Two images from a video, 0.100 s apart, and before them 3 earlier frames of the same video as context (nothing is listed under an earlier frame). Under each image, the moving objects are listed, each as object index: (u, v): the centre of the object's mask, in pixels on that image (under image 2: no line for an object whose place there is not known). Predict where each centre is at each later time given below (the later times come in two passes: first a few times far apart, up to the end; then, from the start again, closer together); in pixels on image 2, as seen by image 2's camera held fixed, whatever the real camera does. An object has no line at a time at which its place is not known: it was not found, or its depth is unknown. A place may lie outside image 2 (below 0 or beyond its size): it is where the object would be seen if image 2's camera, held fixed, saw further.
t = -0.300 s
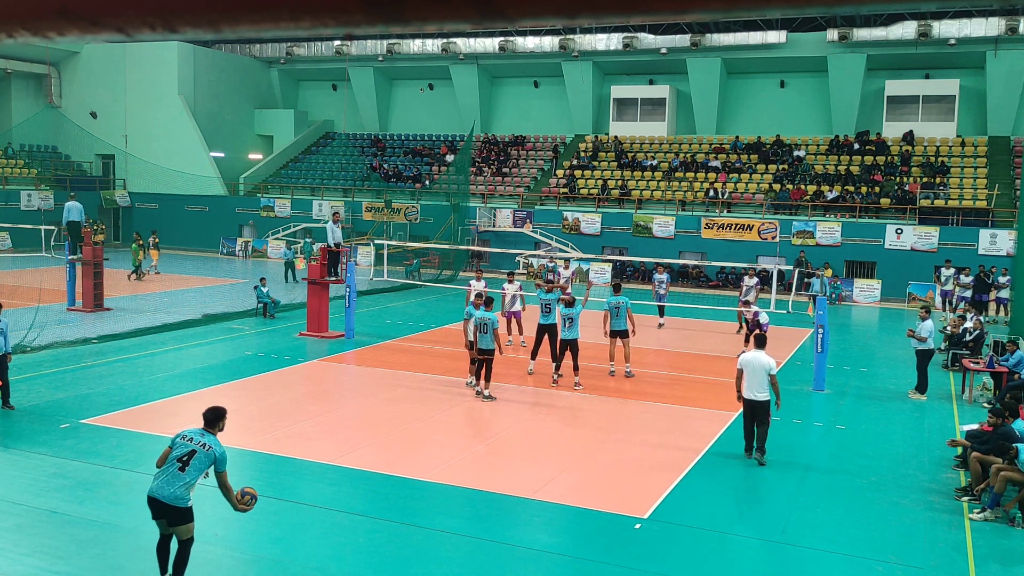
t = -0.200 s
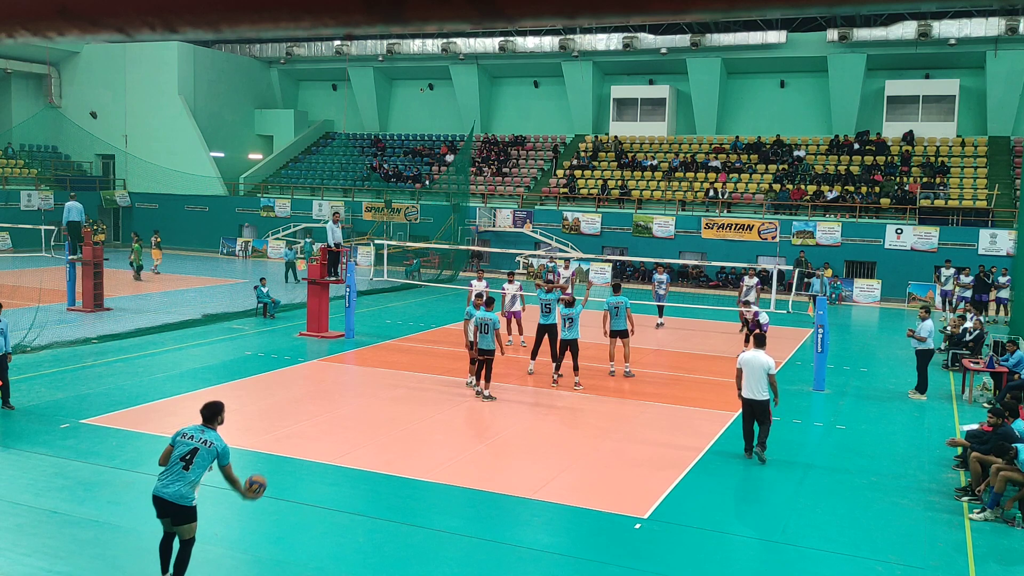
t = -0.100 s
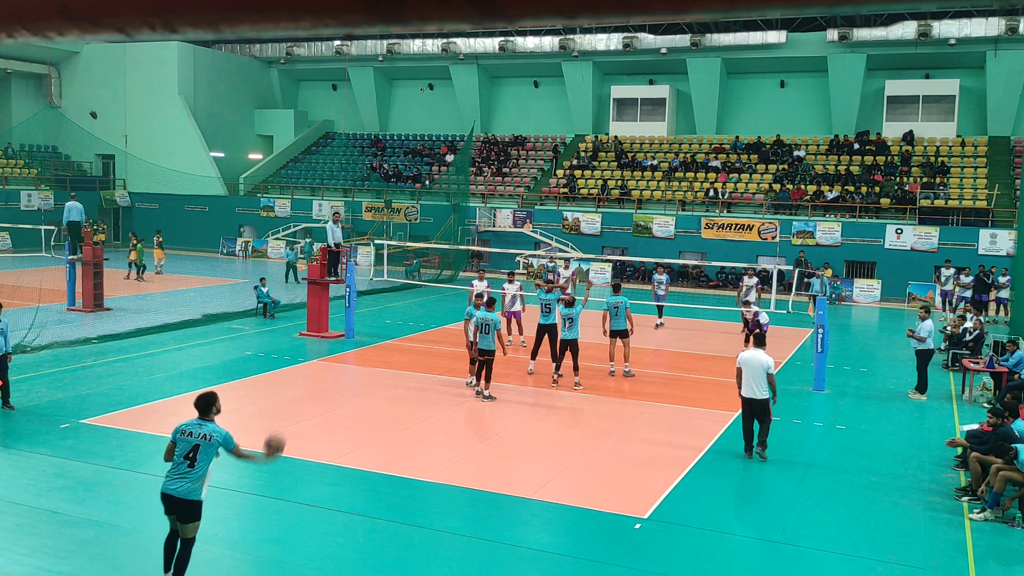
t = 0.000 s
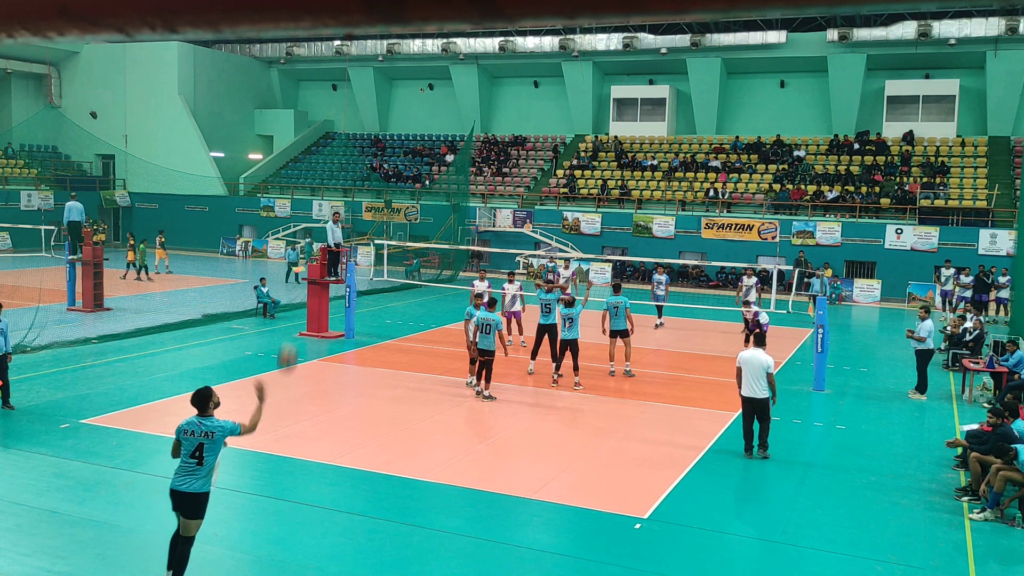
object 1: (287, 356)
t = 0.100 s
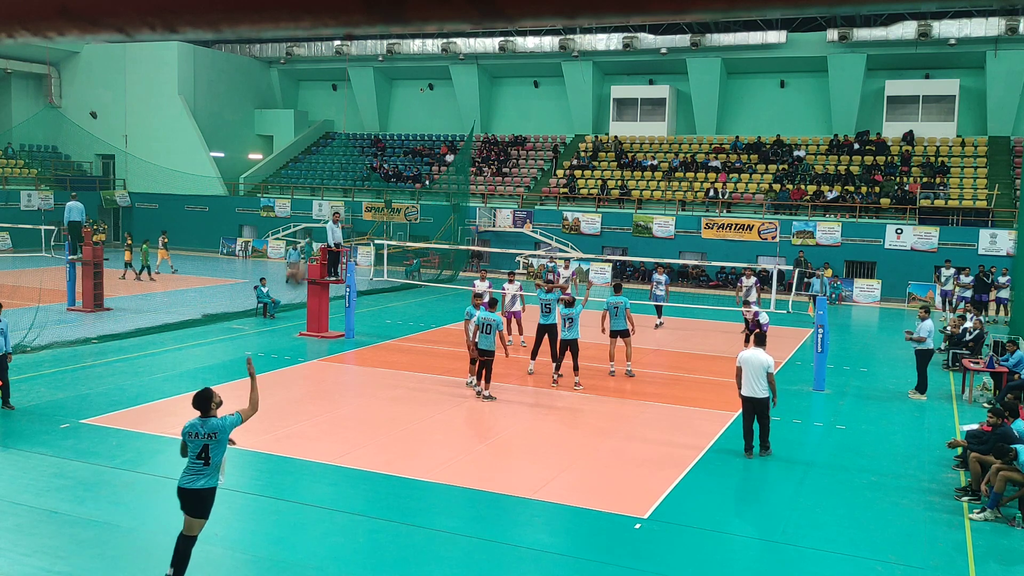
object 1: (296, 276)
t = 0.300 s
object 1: (314, 134)
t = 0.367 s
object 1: (320, 99)
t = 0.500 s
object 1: (331, 41)
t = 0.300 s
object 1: (314, 134)
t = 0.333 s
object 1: (317, 116)
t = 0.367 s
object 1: (320, 99)
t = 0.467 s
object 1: (328, 55)
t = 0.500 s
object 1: (331, 41)
